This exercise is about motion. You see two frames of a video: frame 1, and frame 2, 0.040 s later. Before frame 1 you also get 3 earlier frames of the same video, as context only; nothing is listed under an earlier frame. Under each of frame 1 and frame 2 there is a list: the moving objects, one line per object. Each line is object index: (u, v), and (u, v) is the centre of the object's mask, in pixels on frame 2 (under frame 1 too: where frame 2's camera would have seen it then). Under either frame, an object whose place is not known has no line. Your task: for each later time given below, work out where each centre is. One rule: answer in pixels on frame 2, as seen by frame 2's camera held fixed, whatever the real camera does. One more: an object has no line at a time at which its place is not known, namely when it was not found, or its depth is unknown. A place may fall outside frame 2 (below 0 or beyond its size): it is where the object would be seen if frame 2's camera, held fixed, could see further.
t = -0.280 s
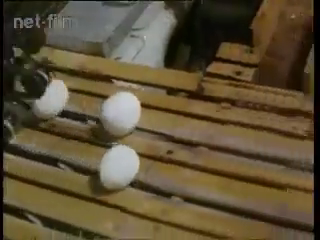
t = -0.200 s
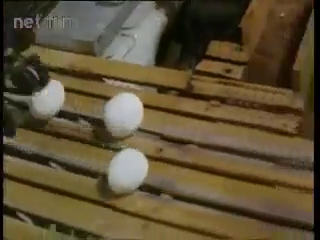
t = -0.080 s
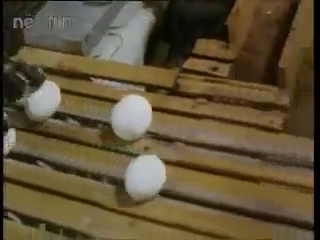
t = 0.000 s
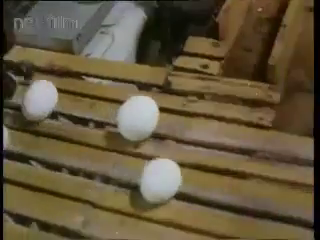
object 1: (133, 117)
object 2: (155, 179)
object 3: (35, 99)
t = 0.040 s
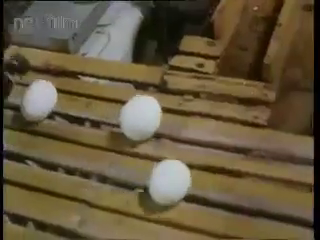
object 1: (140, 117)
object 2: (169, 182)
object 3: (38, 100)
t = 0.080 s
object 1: (147, 118)
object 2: (183, 184)
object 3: (42, 101)
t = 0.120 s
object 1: (154, 120)
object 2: (198, 187)
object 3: (46, 102)
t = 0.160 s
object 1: (162, 121)
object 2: (213, 190)
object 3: (51, 103)
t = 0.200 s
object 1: (170, 122)
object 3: (56, 104)
